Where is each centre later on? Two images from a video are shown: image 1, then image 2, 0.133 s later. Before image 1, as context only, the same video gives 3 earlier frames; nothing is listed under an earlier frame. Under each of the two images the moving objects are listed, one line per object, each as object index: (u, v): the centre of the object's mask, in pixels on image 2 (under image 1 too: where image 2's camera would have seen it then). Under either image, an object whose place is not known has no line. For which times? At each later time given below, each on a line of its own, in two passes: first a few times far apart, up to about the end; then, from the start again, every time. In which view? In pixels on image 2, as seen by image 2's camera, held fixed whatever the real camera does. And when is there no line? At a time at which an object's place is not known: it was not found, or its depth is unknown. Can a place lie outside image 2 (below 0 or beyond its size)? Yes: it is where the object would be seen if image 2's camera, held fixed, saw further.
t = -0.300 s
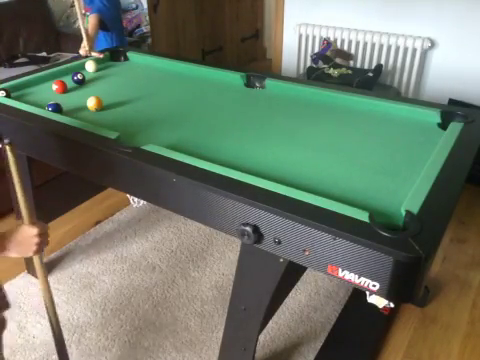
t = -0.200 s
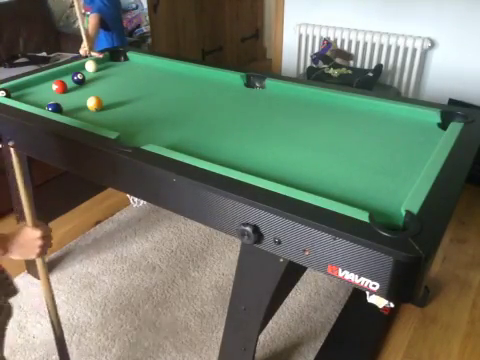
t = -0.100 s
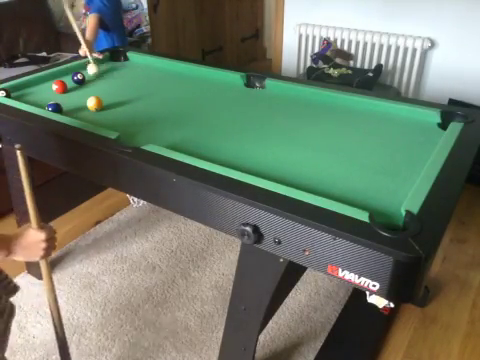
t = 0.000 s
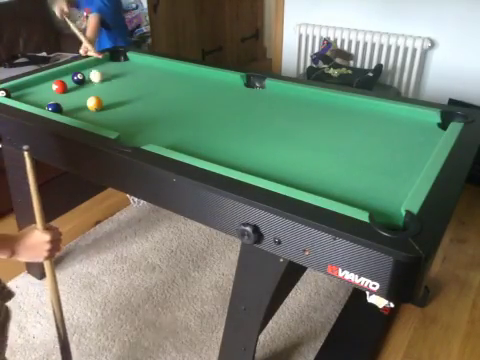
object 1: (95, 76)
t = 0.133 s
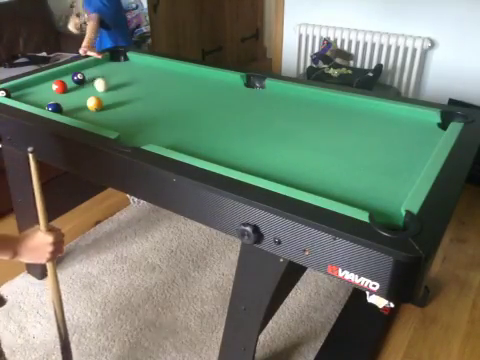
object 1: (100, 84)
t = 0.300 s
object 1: (107, 96)
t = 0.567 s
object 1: (119, 117)
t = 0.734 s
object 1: (130, 133)
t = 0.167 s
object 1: (101, 87)
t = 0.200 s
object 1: (102, 88)
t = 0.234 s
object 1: (104, 91)
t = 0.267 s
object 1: (105, 93)
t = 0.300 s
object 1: (107, 96)
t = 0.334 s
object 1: (109, 98)
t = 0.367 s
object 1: (110, 102)
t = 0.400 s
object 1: (111, 104)
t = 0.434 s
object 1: (113, 107)
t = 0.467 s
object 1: (114, 109)
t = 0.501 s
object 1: (116, 112)
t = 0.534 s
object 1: (118, 114)
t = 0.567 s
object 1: (119, 117)
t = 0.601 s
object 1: (121, 120)
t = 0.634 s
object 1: (123, 124)
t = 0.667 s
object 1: (126, 127)
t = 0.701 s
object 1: (128, 130)
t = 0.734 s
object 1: (130, 133)
